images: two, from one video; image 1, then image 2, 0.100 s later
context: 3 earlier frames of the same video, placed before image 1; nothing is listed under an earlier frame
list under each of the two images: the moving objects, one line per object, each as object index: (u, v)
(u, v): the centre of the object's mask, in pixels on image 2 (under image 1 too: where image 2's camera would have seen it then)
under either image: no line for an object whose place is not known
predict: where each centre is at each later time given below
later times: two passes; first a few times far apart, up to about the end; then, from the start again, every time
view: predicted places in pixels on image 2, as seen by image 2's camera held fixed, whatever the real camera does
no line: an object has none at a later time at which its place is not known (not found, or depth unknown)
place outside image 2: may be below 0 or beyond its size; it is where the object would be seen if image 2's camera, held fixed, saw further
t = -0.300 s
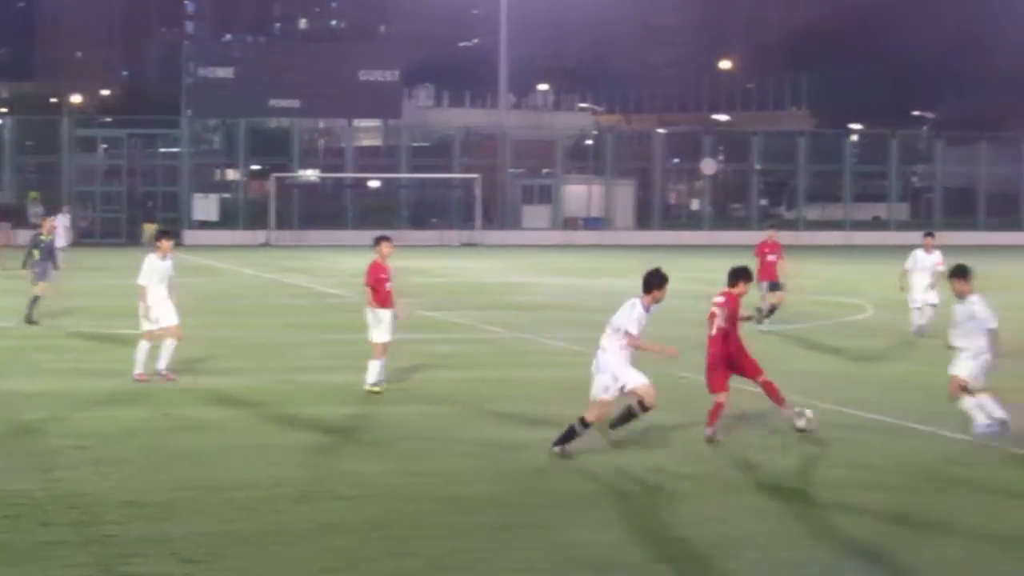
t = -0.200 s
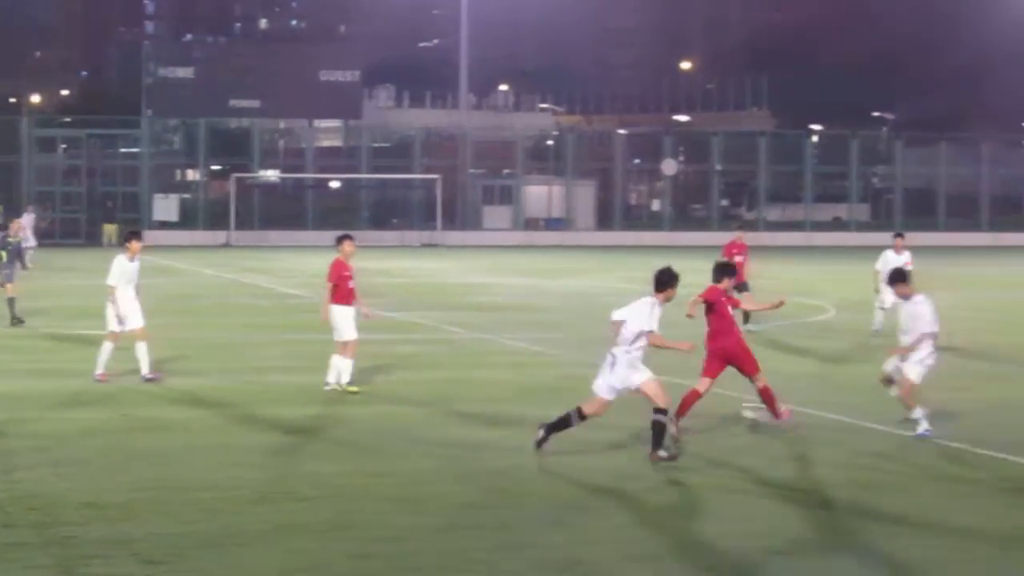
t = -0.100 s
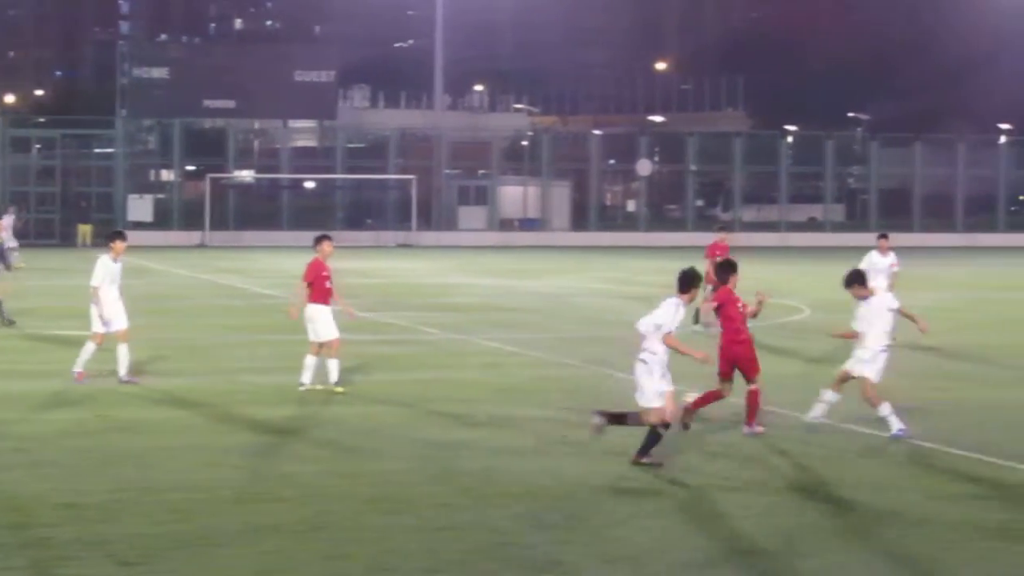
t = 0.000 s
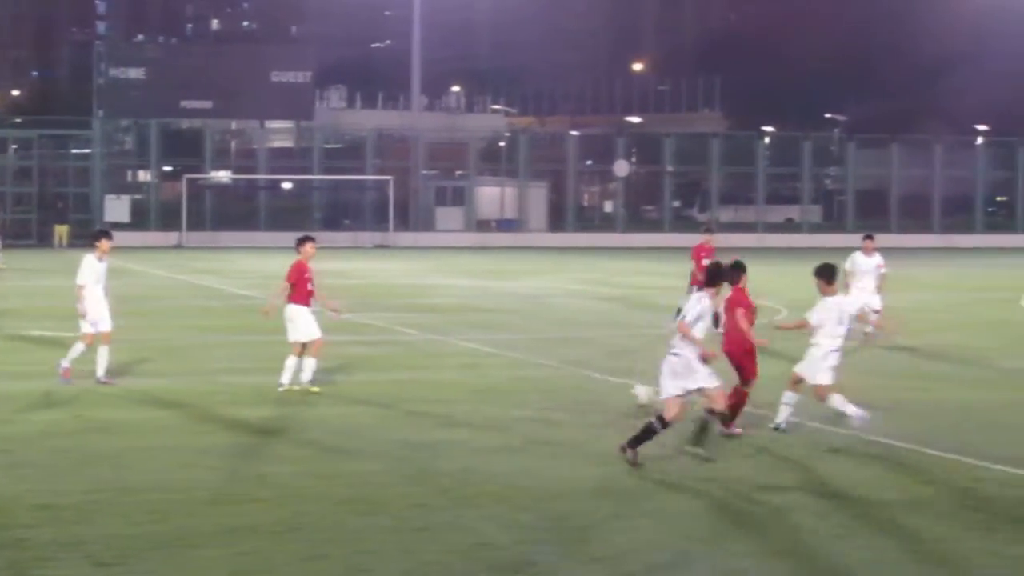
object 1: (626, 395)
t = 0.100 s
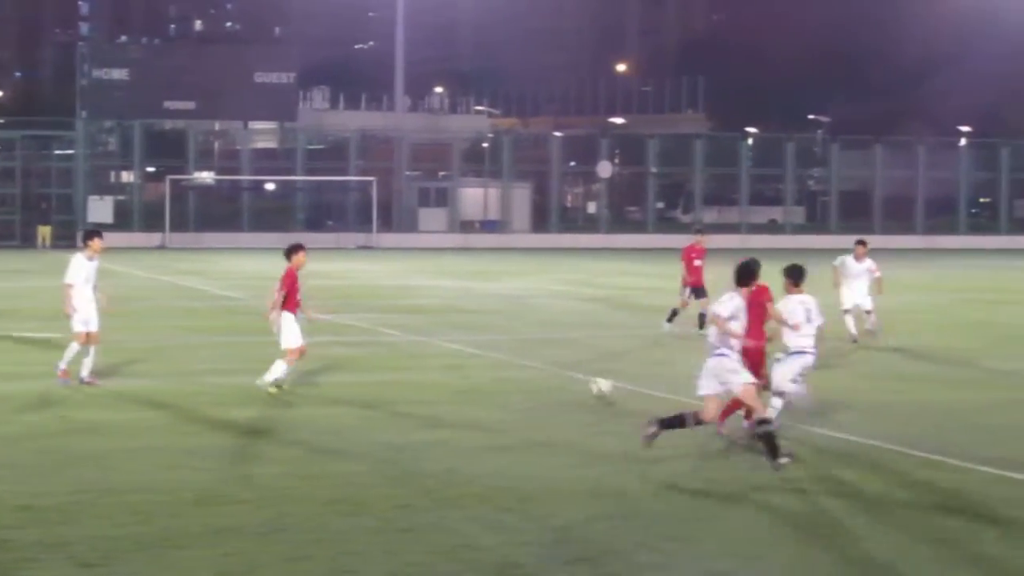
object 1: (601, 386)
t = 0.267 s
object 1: (567, 375)
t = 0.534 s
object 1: (524, 365)
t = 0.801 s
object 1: (490, 351)
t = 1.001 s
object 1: (468, 343)
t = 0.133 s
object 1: (594, 383)
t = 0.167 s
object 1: (585, 382)
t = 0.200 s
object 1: (580, 382)
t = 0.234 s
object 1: (572, 379)
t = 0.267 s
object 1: (567, 375)
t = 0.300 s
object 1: (561, 373)
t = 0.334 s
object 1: (554, 372)
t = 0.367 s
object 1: (549, 372)
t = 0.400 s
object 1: (544, 371)
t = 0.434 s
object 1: (539, 367)
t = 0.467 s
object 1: (534, 365)
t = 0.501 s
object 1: (529, 364)
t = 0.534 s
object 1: (524, 365)
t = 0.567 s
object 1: (520, 363)
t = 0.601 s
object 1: (515, 360)
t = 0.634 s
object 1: (511, 358)
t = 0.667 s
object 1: (507, 357)
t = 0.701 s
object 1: (502, 357)
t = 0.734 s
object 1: (500, 355)
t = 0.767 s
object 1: (495, 352)
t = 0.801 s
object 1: (490, 351)
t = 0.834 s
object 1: (487, 350)
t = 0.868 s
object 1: (483, 350)
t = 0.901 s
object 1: (479, 350)
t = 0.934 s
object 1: (475, 347)
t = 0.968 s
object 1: (472, 344)
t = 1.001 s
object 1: (468, 343)
